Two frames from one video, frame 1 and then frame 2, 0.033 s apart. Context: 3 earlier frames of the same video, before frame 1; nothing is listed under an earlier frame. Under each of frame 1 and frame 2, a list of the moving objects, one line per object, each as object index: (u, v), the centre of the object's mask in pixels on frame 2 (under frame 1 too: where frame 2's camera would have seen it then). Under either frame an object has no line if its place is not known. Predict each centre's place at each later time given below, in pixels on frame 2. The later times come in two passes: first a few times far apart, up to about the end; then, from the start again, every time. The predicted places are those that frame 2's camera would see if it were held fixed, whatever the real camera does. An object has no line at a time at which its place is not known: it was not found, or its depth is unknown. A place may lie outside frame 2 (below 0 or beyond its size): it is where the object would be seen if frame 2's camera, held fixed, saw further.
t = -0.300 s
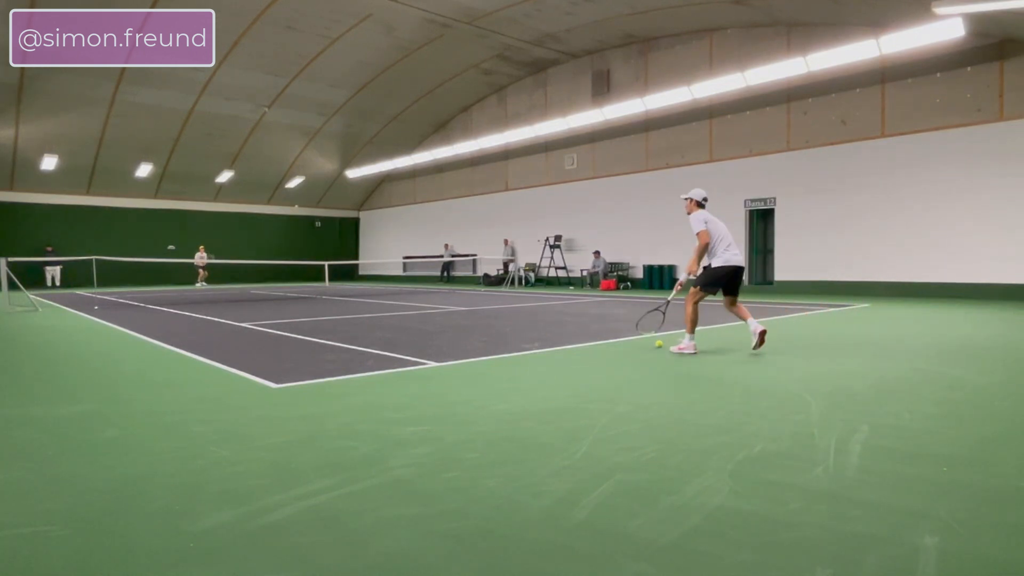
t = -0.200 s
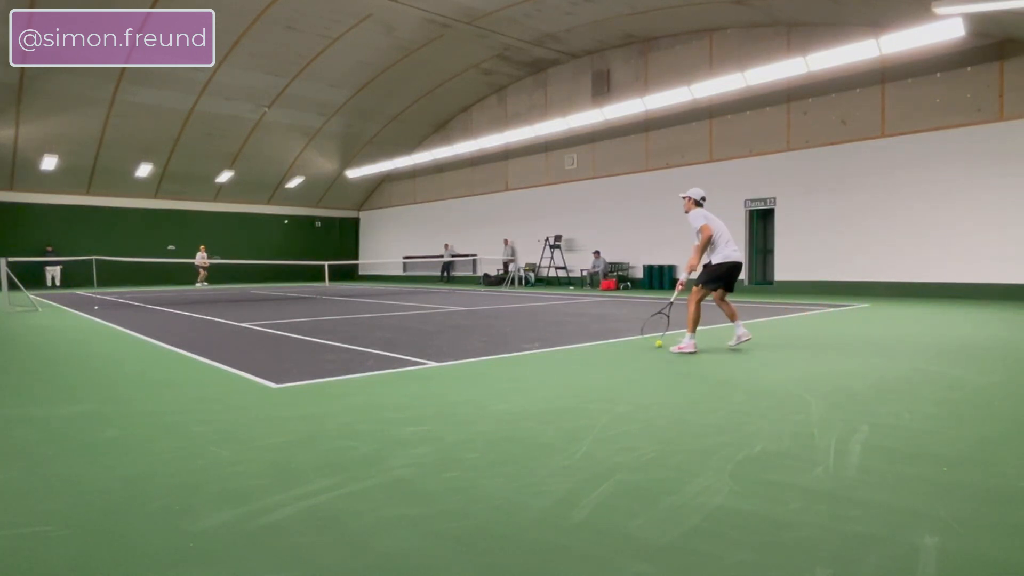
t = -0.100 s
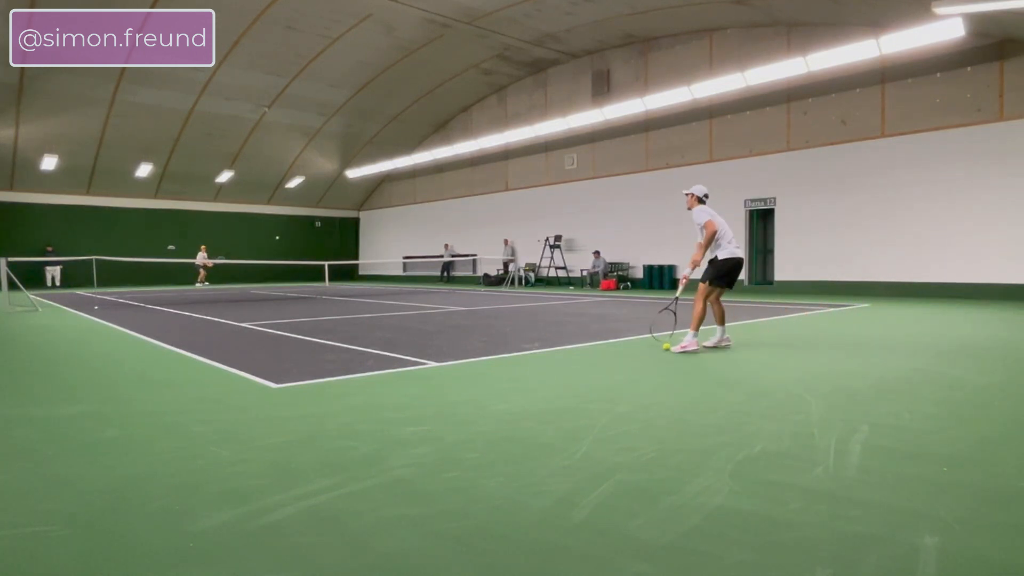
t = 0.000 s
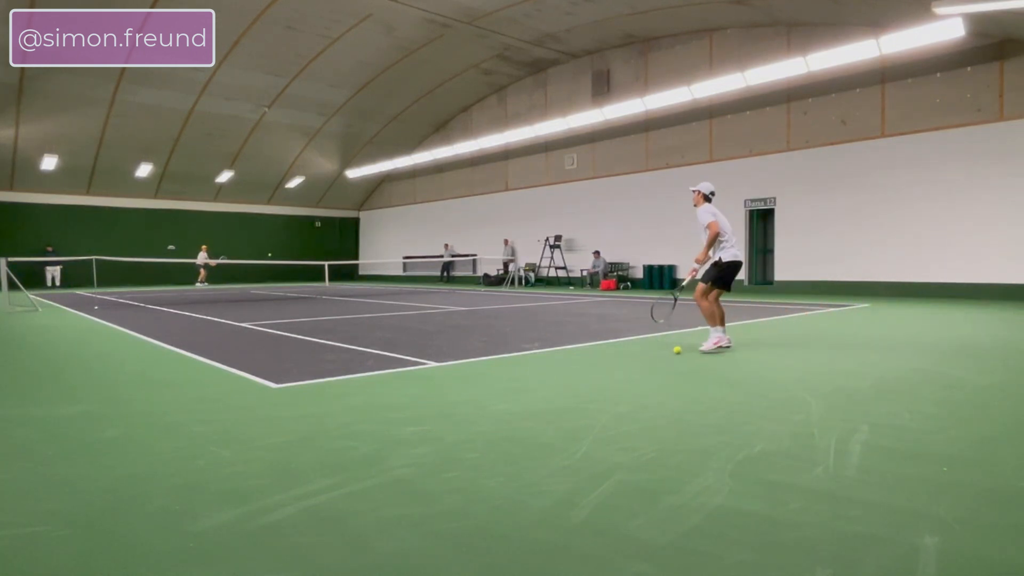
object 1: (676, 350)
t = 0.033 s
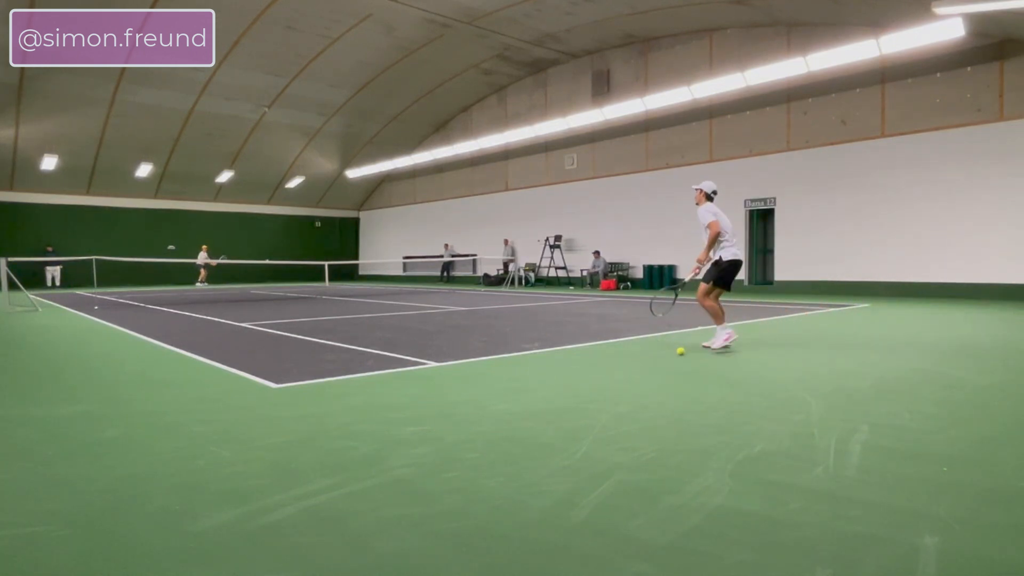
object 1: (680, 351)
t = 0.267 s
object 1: (706, 360)
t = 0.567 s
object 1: (745, 374)
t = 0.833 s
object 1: (787, 389)
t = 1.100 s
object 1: (839, 407)
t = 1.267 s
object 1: (877, 421)
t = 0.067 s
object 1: (683, 352)
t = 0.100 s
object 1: (687, 354)
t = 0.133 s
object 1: (690, 355)
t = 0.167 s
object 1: (694, 356)
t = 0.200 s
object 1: (698, 357)
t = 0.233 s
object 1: (702, 359)
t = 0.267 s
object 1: (706, 360)
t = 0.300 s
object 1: (710, 361)
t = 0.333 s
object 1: (714, 363)
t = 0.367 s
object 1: (718, 364)
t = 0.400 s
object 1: (722, 366)
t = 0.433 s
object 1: (727, 367)
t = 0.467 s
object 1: (731, 369)
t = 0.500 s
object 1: (736, 370)
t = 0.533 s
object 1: (740, 372)
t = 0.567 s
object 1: (745, 374)
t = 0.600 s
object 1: (750, 375)
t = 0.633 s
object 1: (755, 377)
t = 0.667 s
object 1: (760, 379)
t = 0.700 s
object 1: (765, 381)
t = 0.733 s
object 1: (770, 383)
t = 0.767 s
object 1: (776, 385)
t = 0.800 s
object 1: (781, 387)
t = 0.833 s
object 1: (787, 389)
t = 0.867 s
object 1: (793, 391)
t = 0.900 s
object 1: (799, 393)
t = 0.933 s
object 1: (805, 396)
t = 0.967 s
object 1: (812, 398)
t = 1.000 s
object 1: (818, 400)
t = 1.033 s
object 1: (825, 402)
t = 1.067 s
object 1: (832, 405)
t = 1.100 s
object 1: (839, 407)
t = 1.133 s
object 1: (846, 410)
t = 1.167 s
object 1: (853, 413)
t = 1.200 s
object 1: (861, 415)
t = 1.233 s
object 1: (869, 418)
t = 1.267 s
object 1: (877, 421)
